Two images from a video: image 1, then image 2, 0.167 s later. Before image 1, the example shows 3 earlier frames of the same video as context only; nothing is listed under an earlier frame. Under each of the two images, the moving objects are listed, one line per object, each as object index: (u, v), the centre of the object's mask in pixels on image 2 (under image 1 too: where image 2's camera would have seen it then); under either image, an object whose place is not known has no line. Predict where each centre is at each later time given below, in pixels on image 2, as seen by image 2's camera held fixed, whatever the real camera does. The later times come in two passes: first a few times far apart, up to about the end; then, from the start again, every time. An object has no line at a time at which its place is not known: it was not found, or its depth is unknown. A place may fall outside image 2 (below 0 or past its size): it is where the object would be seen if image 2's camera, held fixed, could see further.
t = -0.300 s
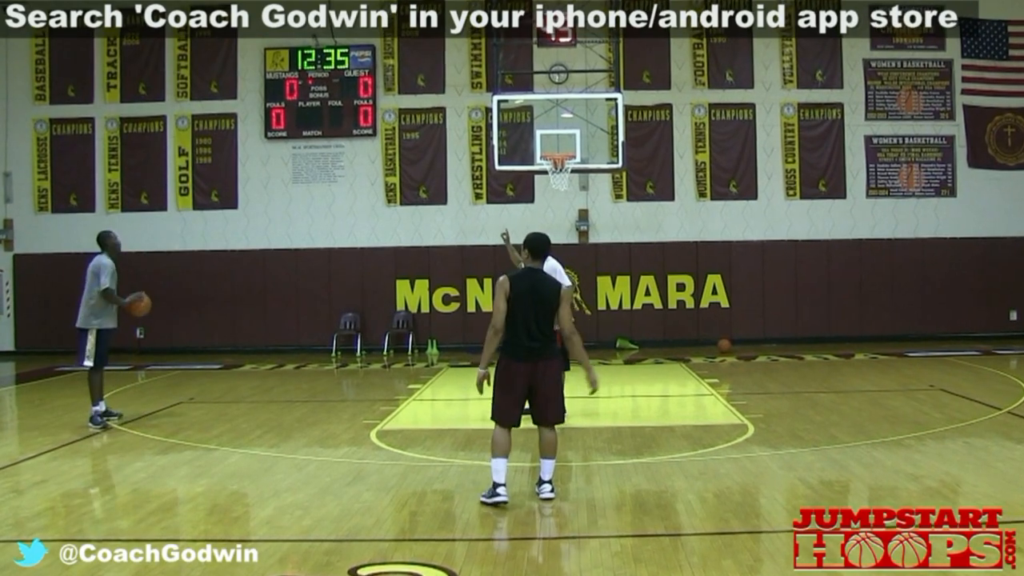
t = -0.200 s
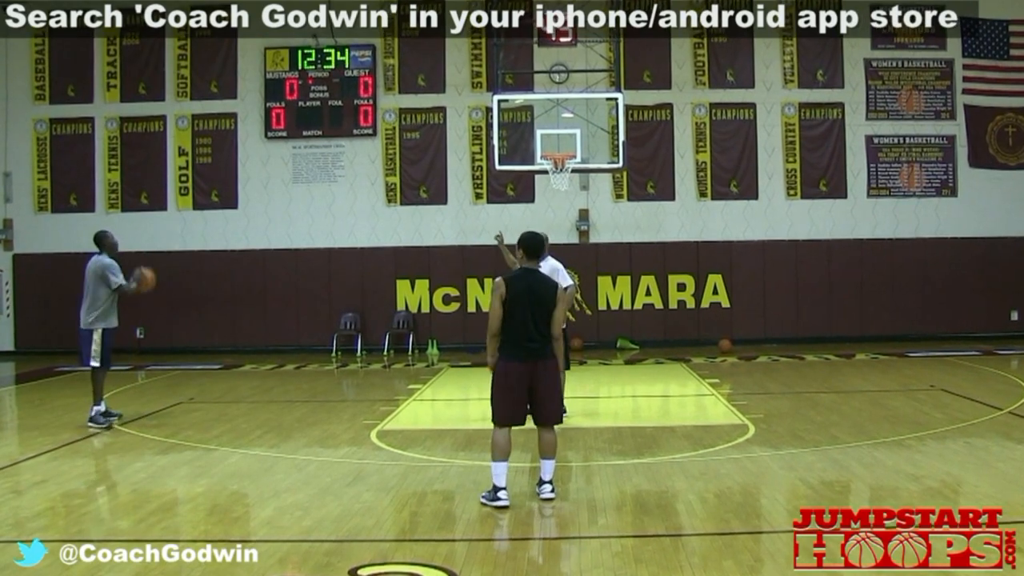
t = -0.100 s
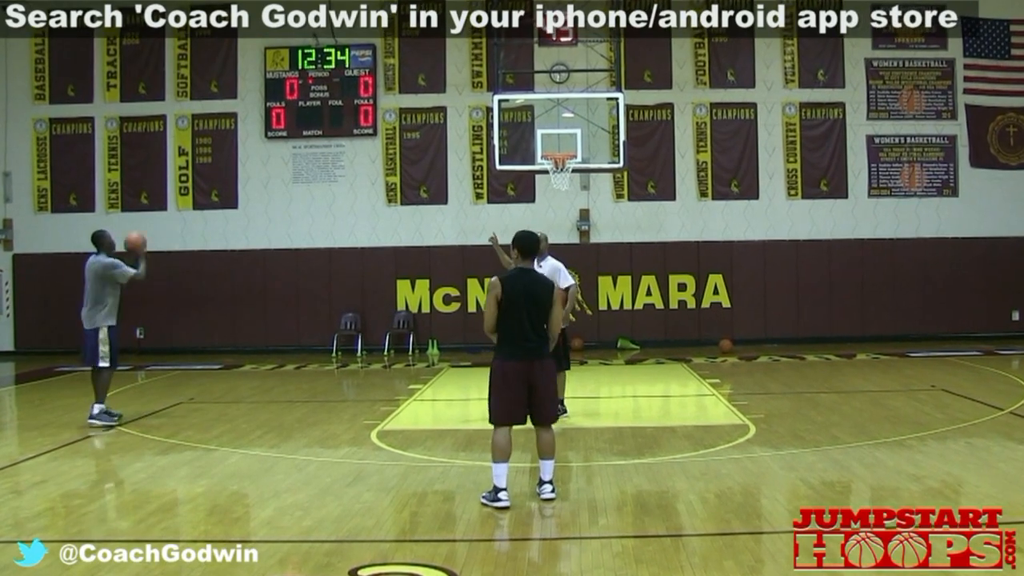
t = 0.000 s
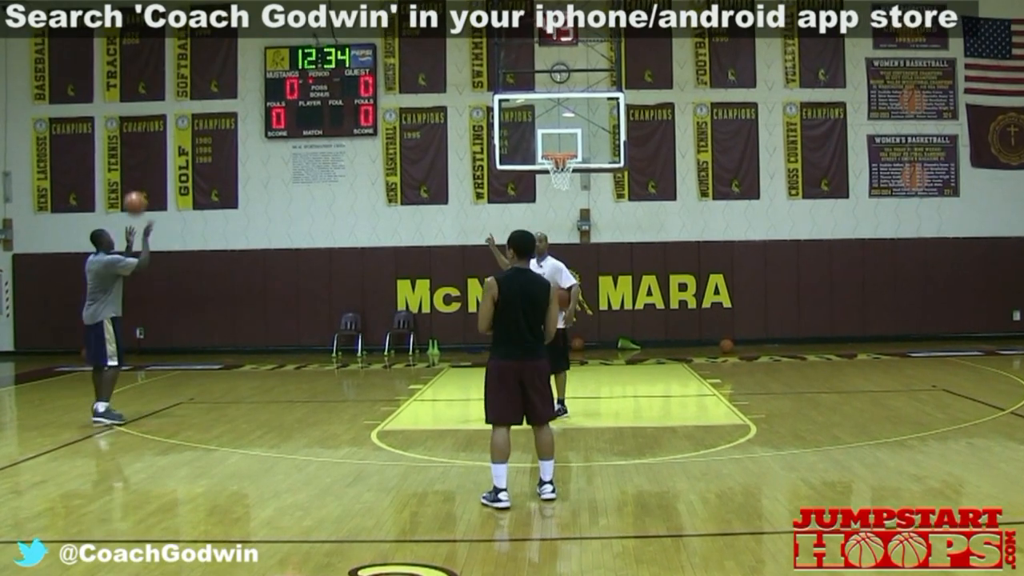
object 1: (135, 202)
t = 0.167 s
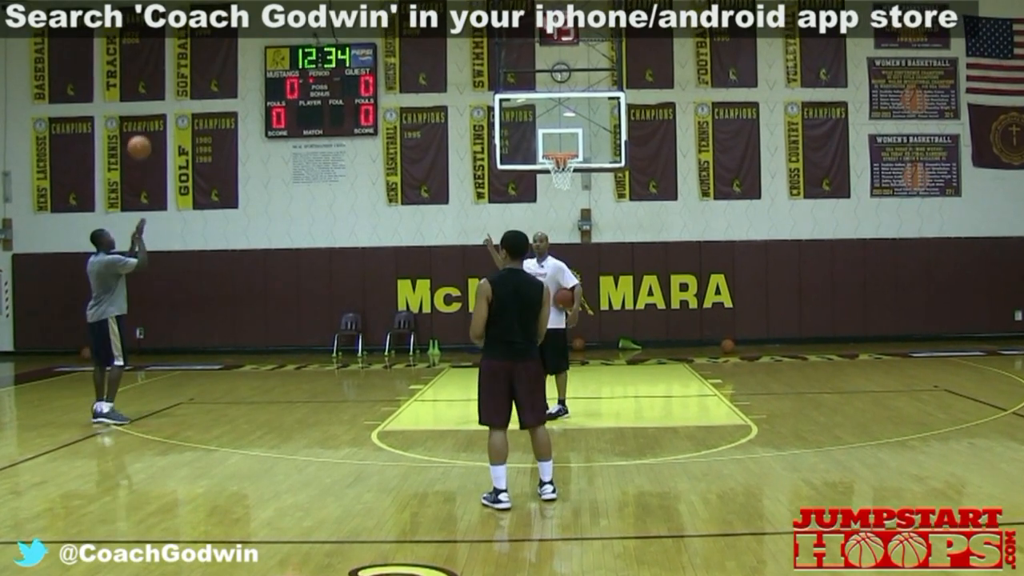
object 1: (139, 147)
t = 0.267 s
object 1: (141, 126)
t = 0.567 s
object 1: (151, 112)
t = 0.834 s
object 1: (159, 172)
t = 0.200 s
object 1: (140, 139)
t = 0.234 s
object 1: (141, 132)
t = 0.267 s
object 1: (141, 126)
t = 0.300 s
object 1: (143, 120)
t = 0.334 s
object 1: (144, 115)
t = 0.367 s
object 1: (145, 112)
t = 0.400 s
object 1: (146, 110)
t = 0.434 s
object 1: (147, 109)
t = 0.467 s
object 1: (148, 108)
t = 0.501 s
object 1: (149, 109)
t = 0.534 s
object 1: (149, 110)
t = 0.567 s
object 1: (151, 112)
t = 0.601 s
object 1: (152, 117)
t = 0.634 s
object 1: (153, 122)
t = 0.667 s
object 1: (154, 128)
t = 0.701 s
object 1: (155, 134)
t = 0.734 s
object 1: (156, 142)
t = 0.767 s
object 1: (157, 151)
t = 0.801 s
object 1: (158, 161)
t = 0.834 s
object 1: (159, 172)
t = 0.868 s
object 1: (160, 184)
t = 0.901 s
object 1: (162, 196)
